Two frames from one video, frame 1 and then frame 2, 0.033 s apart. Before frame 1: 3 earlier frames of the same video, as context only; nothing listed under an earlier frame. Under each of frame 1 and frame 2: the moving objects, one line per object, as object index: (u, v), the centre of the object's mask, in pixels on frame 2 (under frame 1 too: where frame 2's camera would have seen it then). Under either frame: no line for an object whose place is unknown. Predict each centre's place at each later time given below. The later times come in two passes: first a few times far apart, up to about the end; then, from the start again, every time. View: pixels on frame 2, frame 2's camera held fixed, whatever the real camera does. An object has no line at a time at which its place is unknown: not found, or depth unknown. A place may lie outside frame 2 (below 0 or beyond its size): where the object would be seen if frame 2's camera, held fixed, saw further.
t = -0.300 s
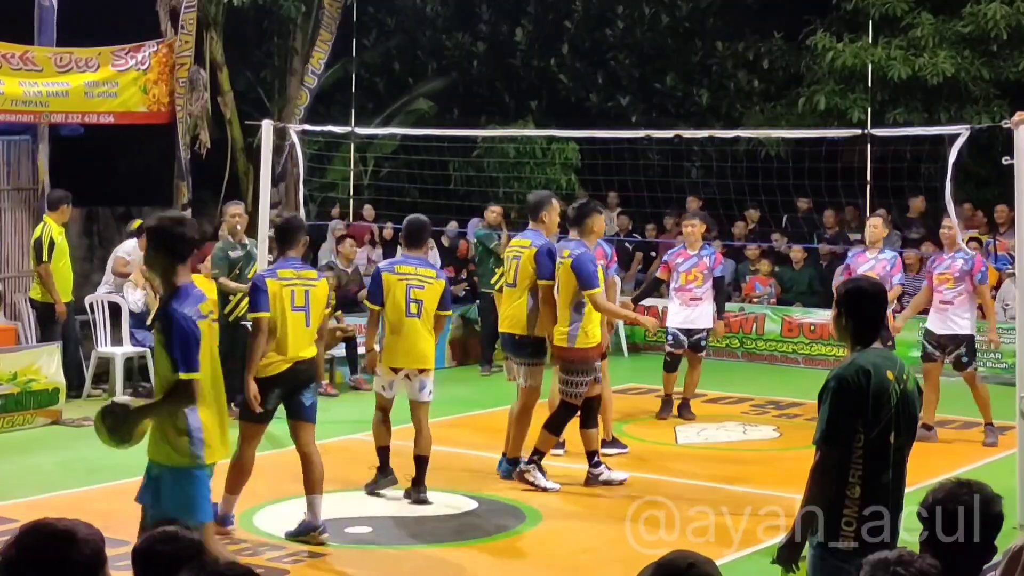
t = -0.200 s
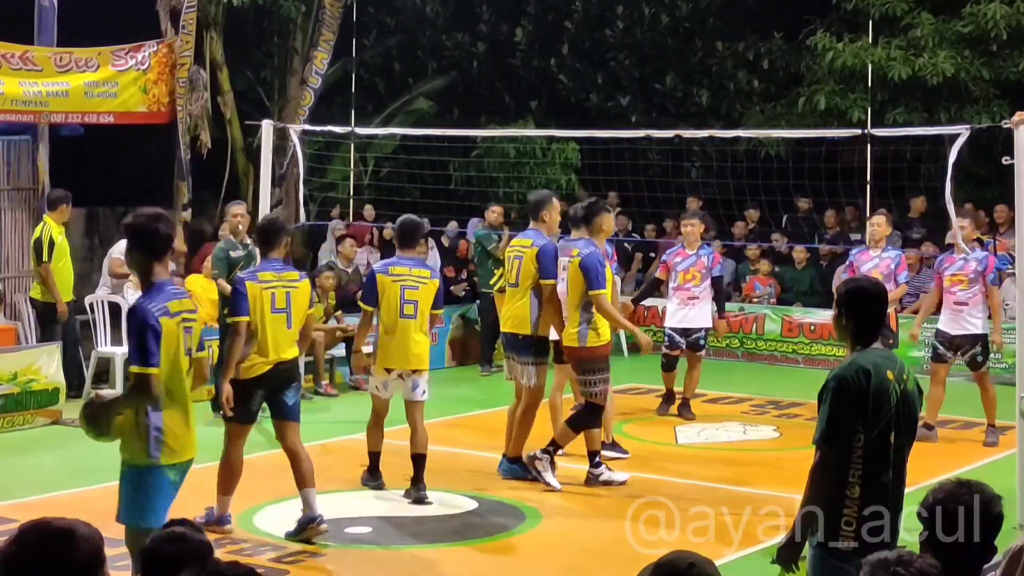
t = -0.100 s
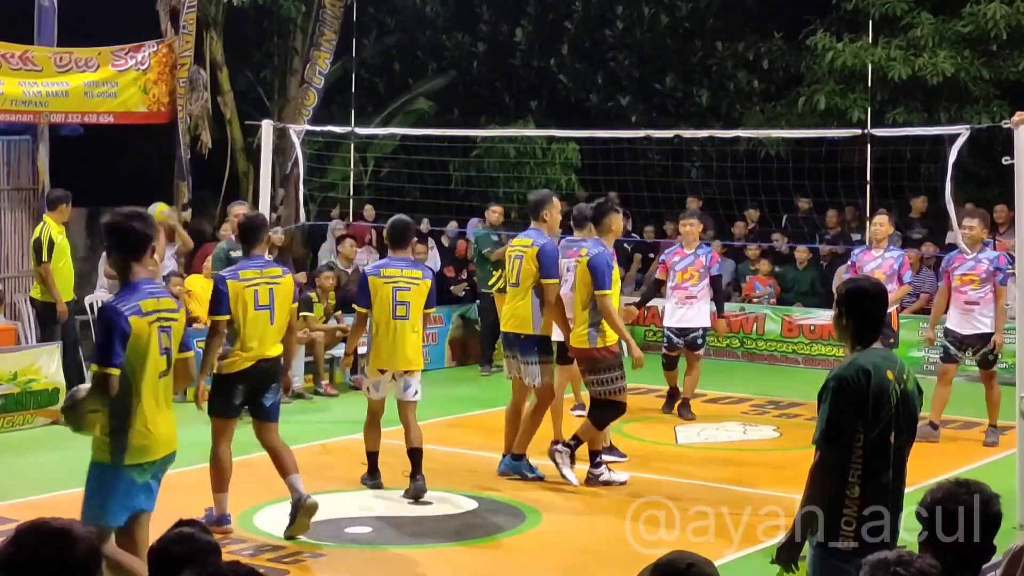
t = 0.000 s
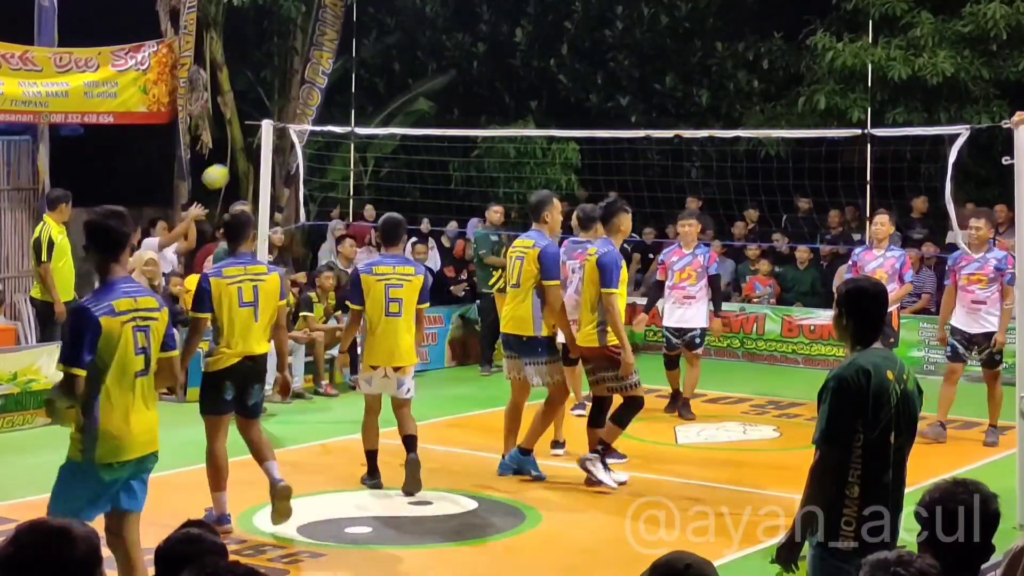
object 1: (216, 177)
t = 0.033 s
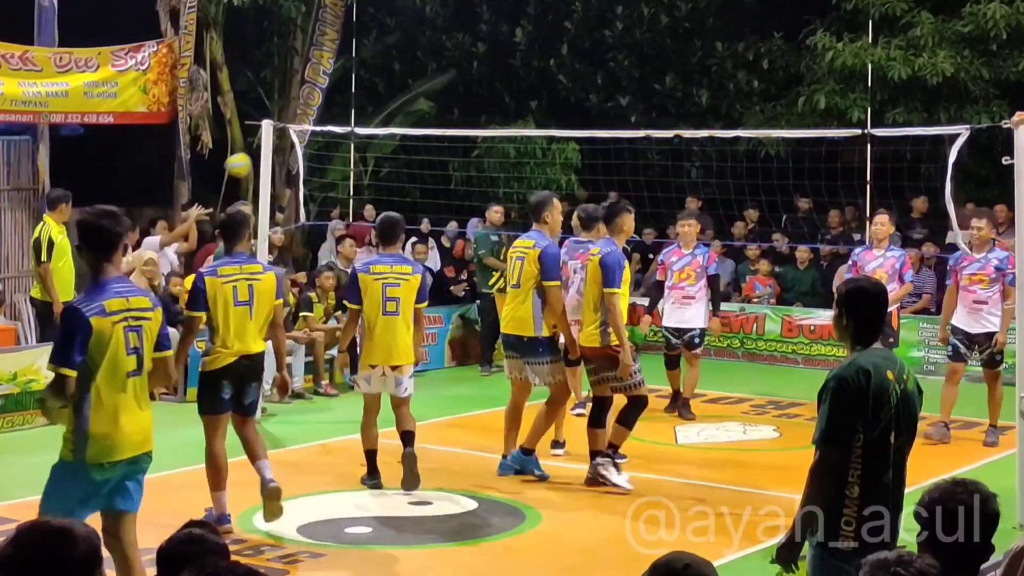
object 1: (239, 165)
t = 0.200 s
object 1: (349, 122)
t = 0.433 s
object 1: (495, 117)
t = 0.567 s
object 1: (574, 140)
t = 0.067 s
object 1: (255, 155)
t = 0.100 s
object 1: (283, 146)
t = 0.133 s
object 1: (307, 137)
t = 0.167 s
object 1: (327, 131)
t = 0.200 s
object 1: (349, 122)
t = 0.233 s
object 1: (370, 119)
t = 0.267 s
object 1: (391, 117)
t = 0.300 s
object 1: (412, 115)
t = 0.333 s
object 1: (433, 114)
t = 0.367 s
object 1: (454, 114)
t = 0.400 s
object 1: (474, 115)
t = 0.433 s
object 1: (495, 117)
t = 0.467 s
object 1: (514, 119)
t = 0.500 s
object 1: (534, 122)
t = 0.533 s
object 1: (554, 131)
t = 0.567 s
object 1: (574, 140)
